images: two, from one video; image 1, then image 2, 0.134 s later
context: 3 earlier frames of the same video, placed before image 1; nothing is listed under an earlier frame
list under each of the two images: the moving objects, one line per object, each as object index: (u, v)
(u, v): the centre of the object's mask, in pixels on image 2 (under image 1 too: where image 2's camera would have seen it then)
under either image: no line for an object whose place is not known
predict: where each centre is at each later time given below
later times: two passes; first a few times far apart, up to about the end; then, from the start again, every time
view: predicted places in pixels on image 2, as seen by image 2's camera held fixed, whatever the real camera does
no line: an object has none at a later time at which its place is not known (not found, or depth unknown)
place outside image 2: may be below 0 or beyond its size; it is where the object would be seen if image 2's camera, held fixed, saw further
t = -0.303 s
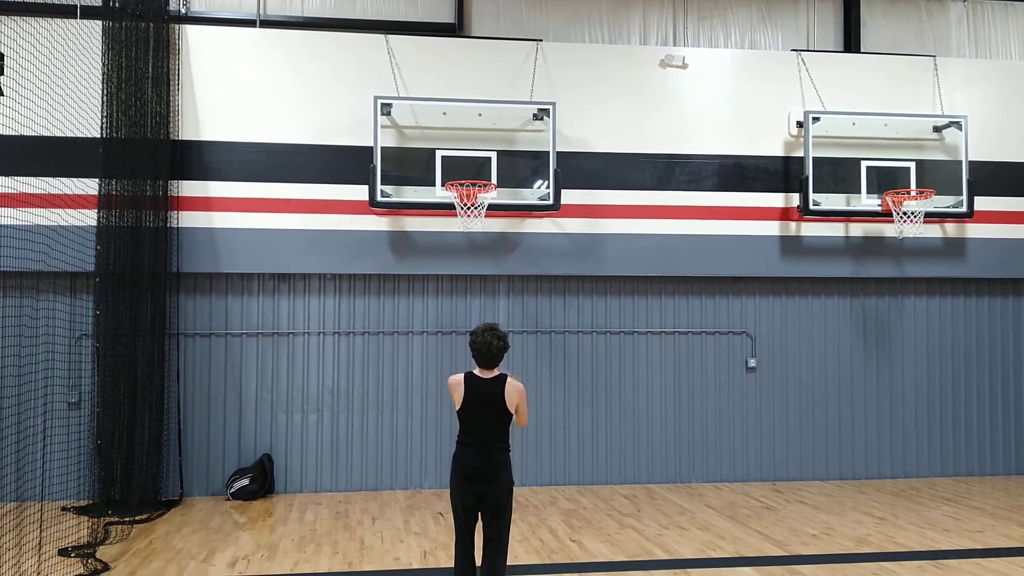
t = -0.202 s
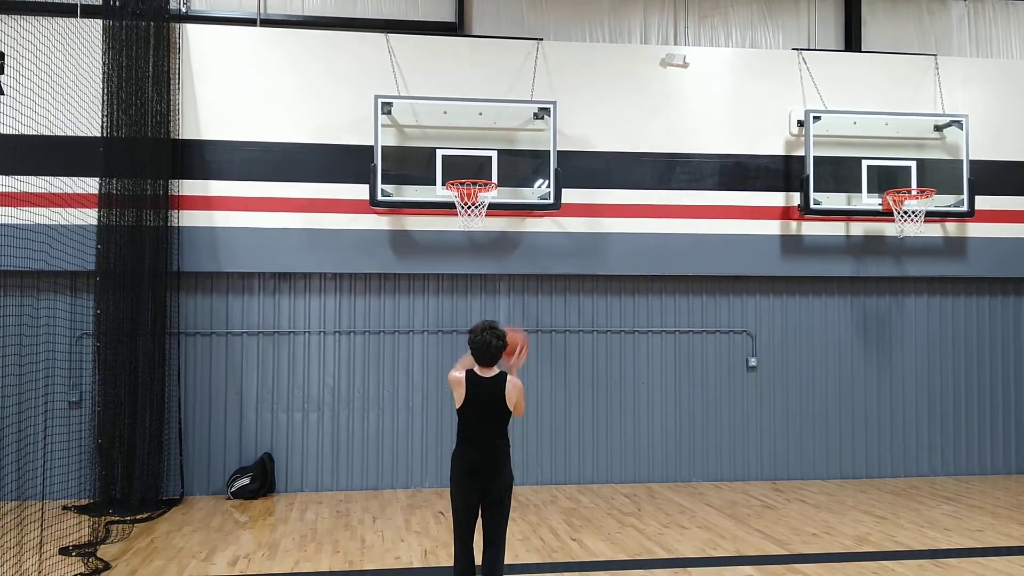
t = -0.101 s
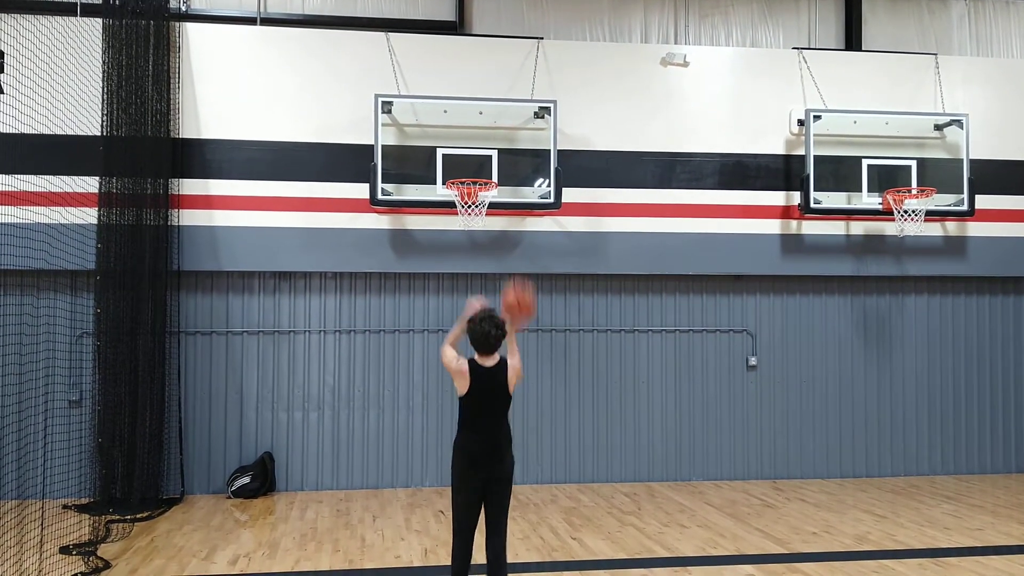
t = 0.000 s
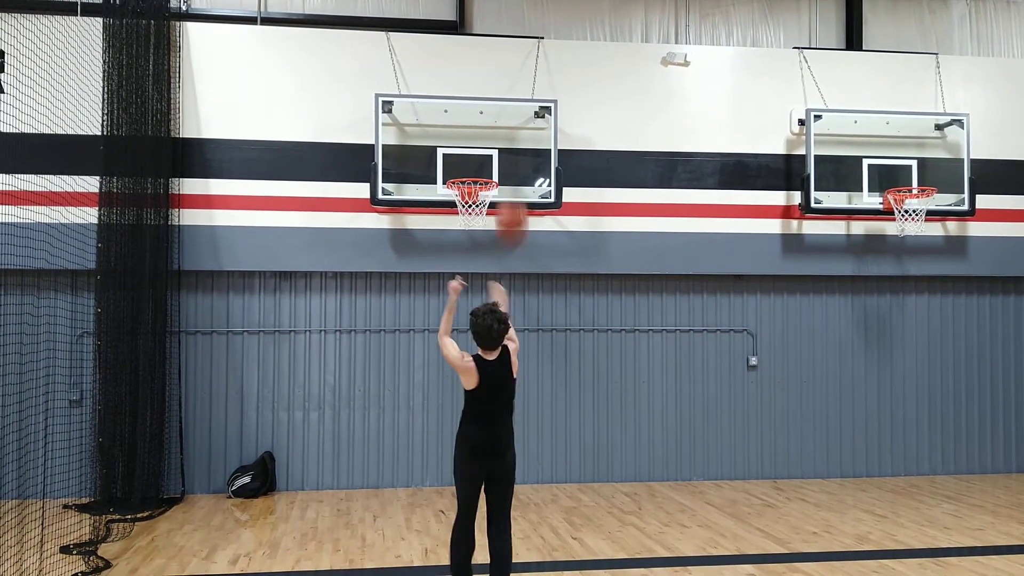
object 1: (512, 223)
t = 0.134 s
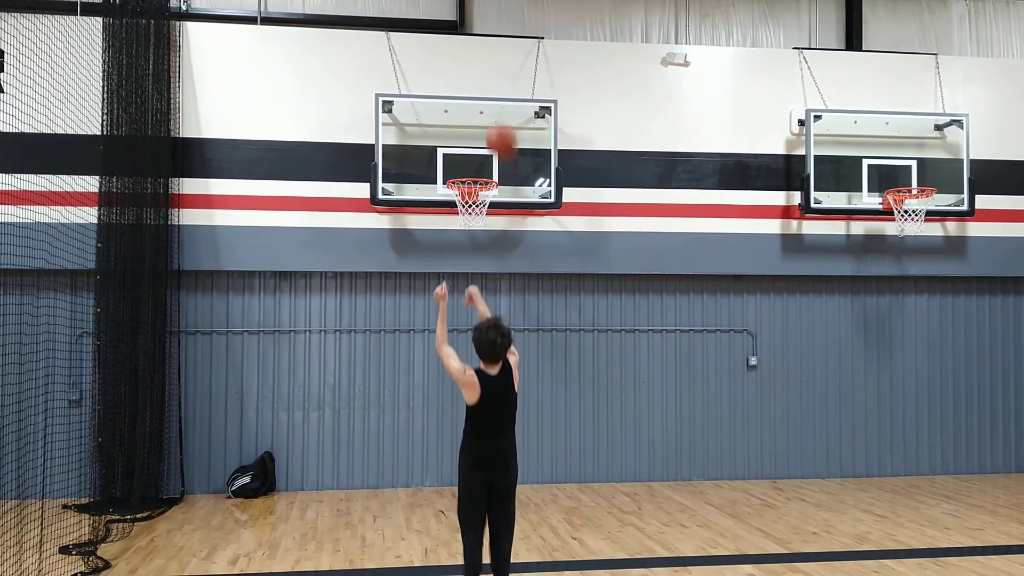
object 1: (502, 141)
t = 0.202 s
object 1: (496, 113)
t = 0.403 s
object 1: (484, 71)
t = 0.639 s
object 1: (472, 86)
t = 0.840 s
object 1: (463, 139)
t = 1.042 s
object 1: (479, 170)
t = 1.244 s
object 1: (504, 152)
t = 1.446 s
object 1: (520, 163)
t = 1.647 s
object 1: (523, 196)
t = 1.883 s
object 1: (524, 282)
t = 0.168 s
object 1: (499, 125)
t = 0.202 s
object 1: (496, 113)
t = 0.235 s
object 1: (494, 101)
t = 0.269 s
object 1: (492, 92)
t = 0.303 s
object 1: (490, 84)
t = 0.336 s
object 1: (487, 79)
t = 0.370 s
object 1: (486, 74)
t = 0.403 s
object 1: (484, 71)
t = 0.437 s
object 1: (482, 70)
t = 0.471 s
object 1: (480, 70)
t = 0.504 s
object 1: (478, 70)
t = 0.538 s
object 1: (477, 73)
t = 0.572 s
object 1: (475, 76)
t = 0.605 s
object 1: (473, 80)
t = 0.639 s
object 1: (472, 86)
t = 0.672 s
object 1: (470, 92)
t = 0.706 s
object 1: (469, 100)
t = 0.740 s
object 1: (467, 108)
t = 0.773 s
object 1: (466, 118)
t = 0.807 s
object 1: (464, 128)
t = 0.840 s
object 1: (463, 139)
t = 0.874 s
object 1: (462, 148)
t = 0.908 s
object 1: (462, 157)
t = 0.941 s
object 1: (462, 165)
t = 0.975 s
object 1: (462, 169)
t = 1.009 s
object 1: (469, 171)
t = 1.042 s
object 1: (479, 170)
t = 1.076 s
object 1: (488, 170)
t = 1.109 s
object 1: (492, 167)
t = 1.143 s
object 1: (495, 162)
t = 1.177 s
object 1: (499, 158)
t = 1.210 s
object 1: (501, 155)
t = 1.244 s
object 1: (504, 152)
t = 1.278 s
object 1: (507, 152)
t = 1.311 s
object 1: (509, 152)
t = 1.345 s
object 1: (512, 153)
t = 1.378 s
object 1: (514, 155)
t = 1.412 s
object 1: (516, 159)
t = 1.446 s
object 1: (520, 163)
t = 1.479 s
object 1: (521, 168)
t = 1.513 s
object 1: (522, 172)
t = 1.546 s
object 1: (522, 175)
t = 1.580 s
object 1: (522, 180)
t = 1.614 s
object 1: (522, 186)
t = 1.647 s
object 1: (523, 196)
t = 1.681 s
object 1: (524, 204)
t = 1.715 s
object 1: (524, 213)
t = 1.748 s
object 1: (524, 227)
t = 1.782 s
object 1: (524, 240)
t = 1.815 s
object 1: (524, 251)
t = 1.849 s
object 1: (524, 267)
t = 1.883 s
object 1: (524, 282)
